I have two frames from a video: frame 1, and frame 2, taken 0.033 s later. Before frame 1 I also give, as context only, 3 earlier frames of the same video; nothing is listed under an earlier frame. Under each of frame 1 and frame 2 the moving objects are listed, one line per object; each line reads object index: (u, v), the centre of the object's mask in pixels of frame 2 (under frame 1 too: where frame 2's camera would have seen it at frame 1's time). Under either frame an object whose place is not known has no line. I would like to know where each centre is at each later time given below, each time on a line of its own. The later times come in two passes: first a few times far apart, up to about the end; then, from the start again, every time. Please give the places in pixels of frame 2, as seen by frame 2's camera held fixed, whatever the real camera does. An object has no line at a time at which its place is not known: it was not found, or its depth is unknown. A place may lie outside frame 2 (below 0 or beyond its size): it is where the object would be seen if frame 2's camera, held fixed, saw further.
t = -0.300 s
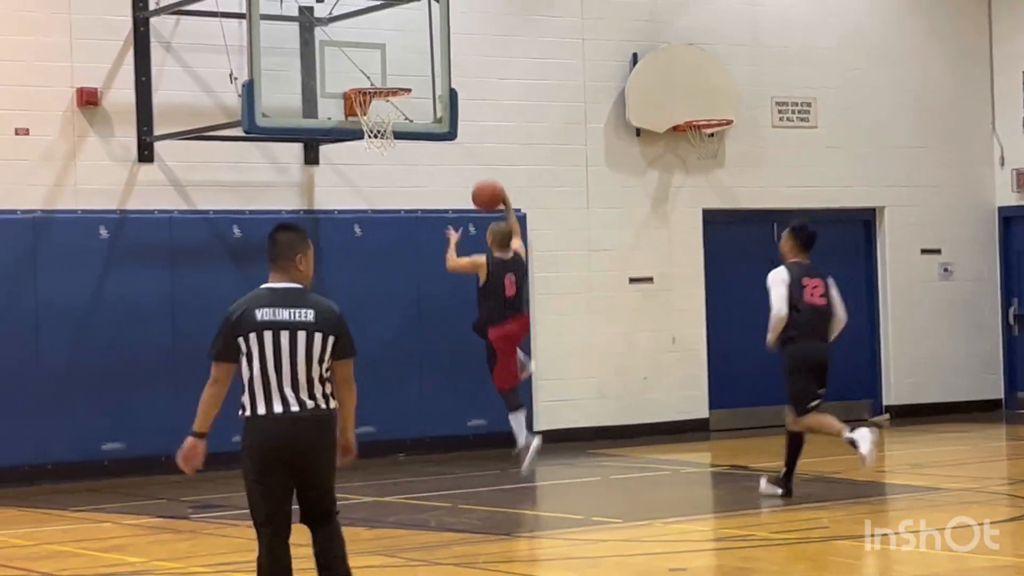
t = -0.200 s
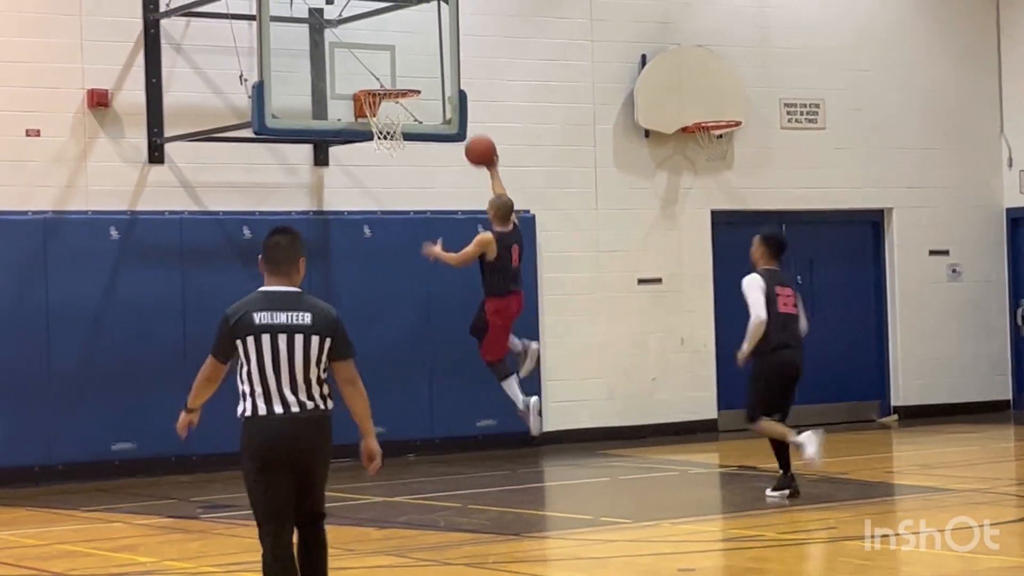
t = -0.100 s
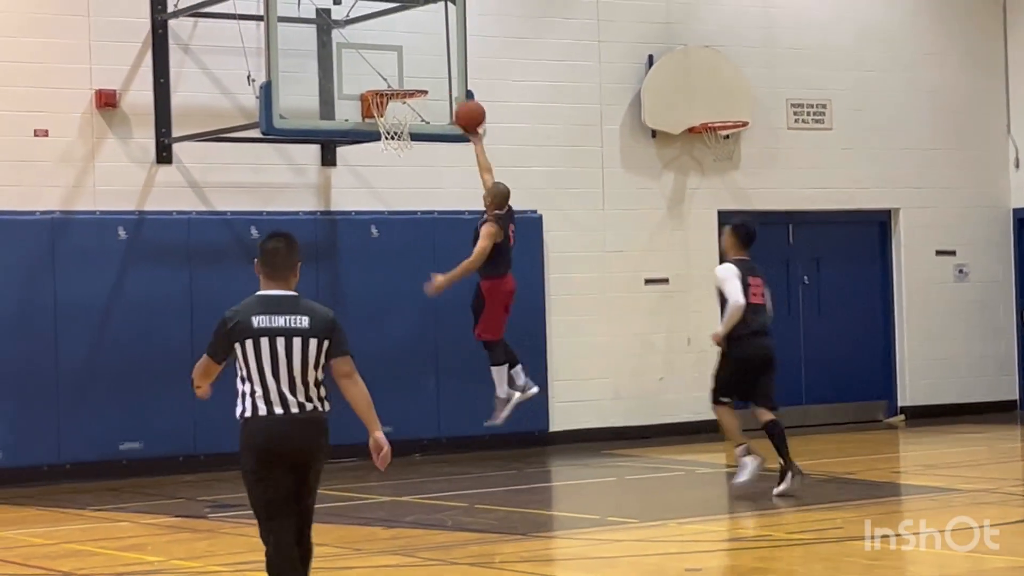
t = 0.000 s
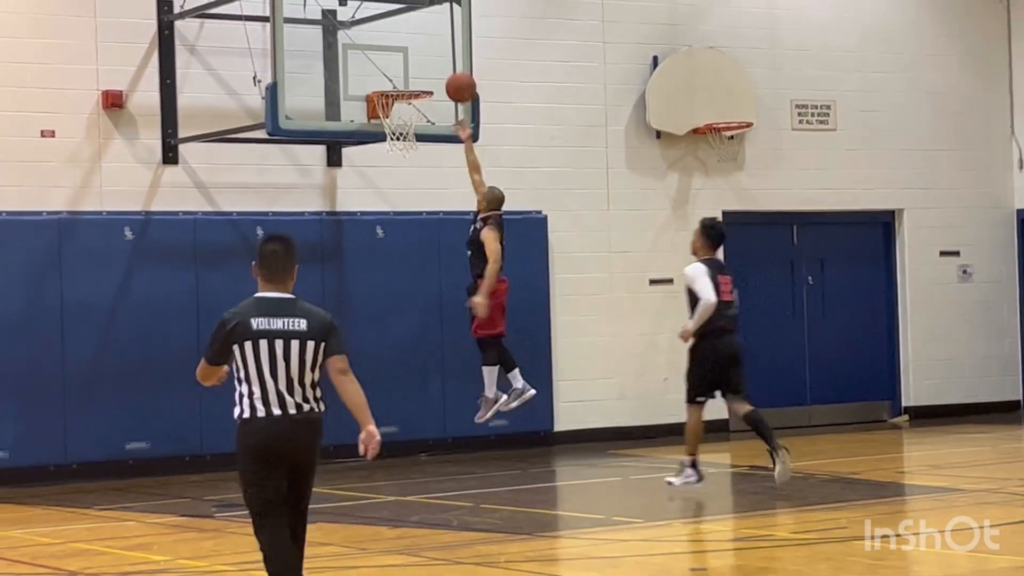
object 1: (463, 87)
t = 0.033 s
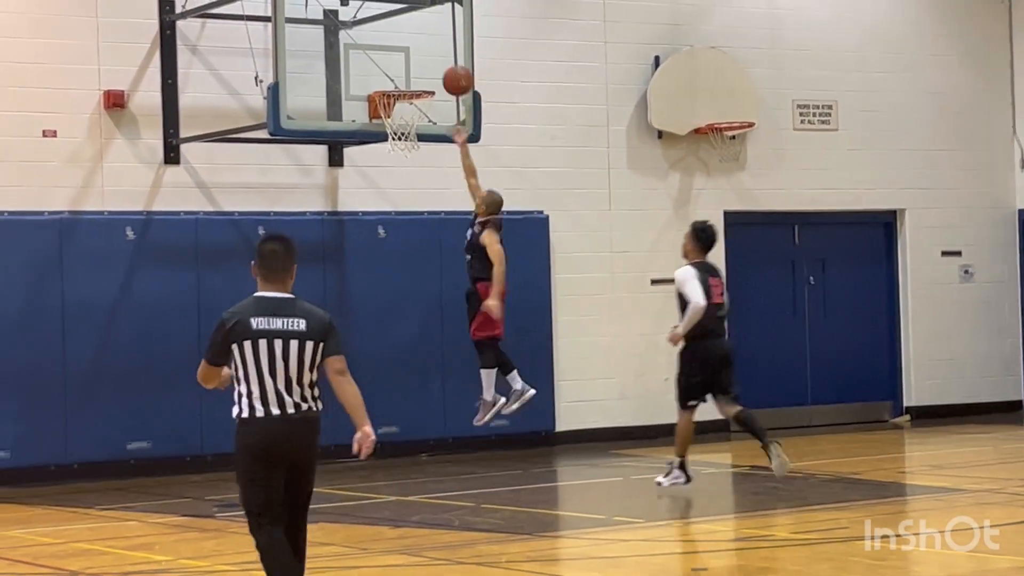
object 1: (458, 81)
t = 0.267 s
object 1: (428, 72)
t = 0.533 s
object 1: (391, 120)
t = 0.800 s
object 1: (379, 191)
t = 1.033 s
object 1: (372, 322)
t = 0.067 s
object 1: (453, 75)
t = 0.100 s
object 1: (448, 71)
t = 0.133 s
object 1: (444, 69)
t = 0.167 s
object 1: (440, 68)
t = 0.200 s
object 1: (436, 68)
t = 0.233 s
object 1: (432, 69)
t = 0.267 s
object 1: (428, 72)
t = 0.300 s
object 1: (424, 76)
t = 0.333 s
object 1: (420, 80)
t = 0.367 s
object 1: (415, 83)
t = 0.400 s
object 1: (410, 91)
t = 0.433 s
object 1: (405, 97)
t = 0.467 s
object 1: (399, 104)
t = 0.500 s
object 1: (396, 110)
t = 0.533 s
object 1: (391, 120)
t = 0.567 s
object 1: (387, 126)
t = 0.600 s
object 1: (385, 132)
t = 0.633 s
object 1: (385, 139)
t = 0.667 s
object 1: (384, 147)
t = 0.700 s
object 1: (383, 156)
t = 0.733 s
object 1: (382, 166)
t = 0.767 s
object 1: (381, 178)
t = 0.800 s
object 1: (379, 191)
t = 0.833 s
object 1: (378, 206)
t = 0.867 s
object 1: (377, 223)
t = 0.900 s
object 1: (376, 239)
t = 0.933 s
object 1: (375, 258)
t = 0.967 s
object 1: (374, 278)
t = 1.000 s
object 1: (374, 299)
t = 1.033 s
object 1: (372, 322)
